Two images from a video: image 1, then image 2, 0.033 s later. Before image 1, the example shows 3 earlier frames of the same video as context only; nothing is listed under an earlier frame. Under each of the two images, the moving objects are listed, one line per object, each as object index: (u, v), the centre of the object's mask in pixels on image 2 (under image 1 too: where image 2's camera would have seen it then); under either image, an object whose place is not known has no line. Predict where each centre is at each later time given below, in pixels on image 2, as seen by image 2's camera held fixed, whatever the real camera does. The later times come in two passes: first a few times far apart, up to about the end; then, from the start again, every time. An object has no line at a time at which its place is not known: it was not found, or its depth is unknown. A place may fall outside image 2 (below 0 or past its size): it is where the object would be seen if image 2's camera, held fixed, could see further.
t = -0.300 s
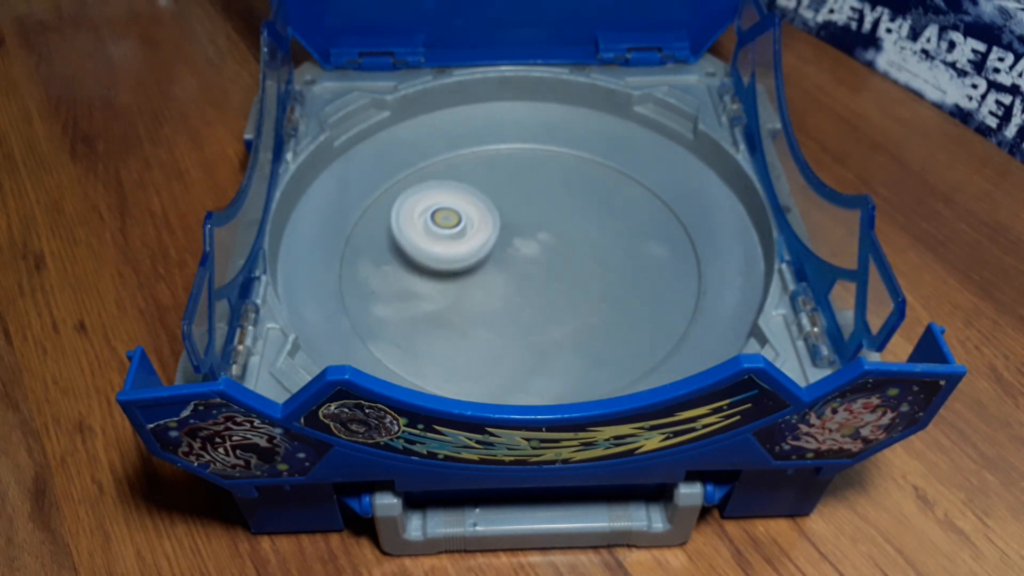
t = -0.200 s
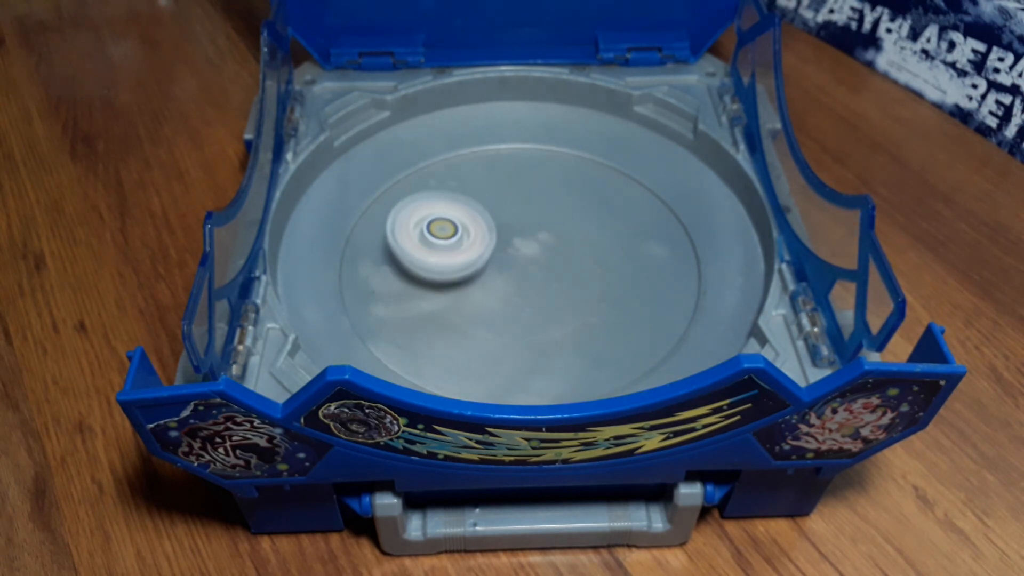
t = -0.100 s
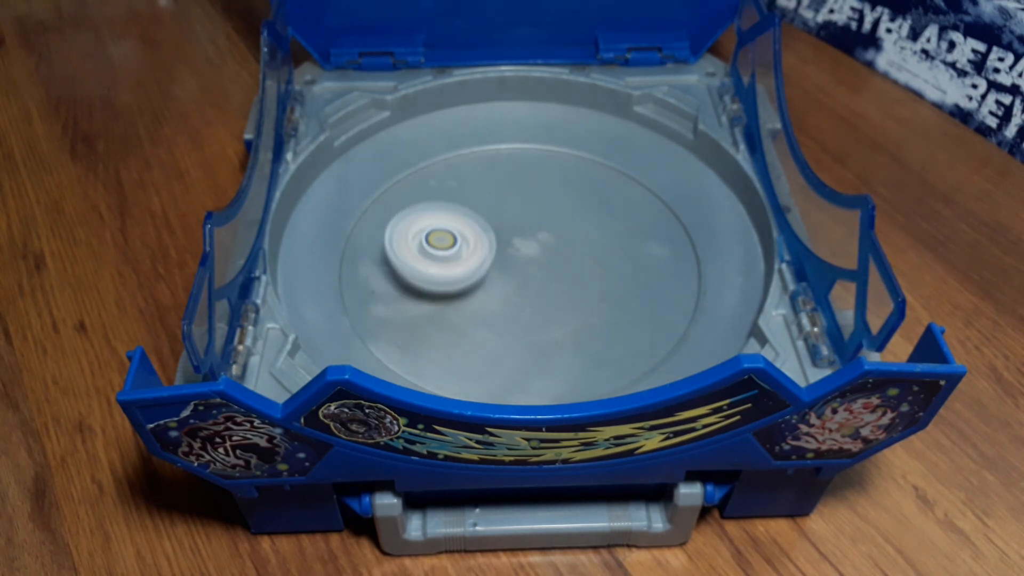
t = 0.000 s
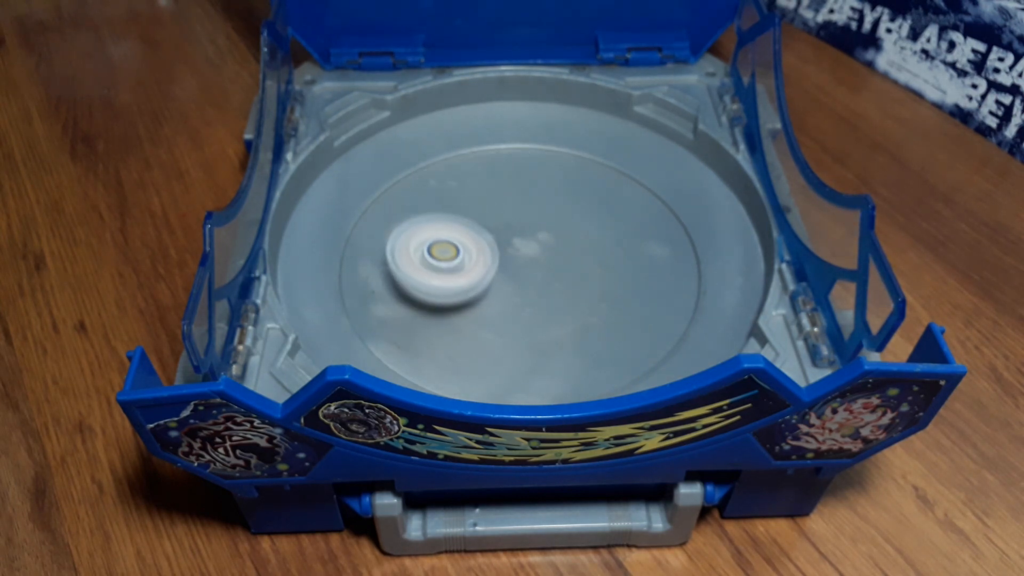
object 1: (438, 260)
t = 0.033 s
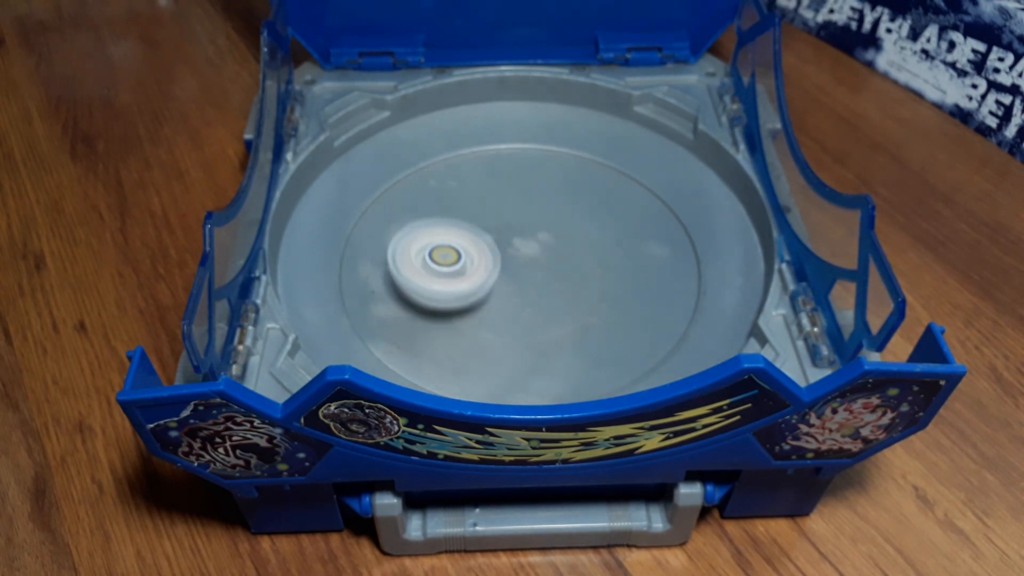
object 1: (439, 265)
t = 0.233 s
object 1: (454, 284)
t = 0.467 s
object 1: (482, 299)
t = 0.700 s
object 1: (517, 304)
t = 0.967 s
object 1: (559, 295)
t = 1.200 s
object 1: (585, 277)
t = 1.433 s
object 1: (595, 253)
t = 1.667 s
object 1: (590, 226)
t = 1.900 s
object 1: (568, 205)
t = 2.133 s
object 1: (536, 194)
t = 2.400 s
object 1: (495, 194)
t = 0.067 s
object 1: (441, 268)
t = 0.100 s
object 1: (442, 270)
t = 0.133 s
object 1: (445, 274)
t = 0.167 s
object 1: (448, 279)
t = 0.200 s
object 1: (451, 282)
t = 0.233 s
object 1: (454, 284)
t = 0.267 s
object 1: (458, 287)
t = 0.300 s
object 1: (461, 290)
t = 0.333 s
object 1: (465, 292)
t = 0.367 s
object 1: (469, 294)
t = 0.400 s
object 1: (473, 296)
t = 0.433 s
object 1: (477, 297)
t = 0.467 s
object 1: (482, 299)
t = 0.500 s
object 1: (488, 301)
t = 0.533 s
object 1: (493, 302)
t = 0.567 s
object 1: (498, 303)
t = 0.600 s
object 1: (503, 304)
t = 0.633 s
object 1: (507, 304)
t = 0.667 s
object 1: (512, 305)
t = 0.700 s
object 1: (517, 304)
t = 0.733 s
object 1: (523, 304)
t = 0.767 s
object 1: (530, 304)
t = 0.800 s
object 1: (533, 303)
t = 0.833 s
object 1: (539, 302)
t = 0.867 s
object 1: (544, 300)
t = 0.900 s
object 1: (549, 299)
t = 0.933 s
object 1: (554, 297)
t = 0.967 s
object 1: (559, 295)
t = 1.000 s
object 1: (563, 293)
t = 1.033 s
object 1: (568, 291)
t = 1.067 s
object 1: (572, 288)
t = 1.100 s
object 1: (575, 286)
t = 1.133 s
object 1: (578, 283)
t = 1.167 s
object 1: (582, 280)
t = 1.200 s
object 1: (585, 277)
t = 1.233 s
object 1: (588, 273)
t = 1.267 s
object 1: (590, 270)
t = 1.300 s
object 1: (592, 266)
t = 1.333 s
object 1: (593, 263)
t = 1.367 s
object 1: (594, 260)
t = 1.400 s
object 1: (595, 256)
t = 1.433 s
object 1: (595, 253)
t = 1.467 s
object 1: (595, 249)
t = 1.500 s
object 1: (595, 245)
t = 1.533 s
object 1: (595, 241)
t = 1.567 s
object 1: (594, 237)
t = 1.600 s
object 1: (593, 233)
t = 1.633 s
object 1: (592, 229)
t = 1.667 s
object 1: (590, 226)
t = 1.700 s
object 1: (588, 223)
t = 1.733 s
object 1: (585, 220)
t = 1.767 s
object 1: (582, 216)
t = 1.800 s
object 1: (579, 213)
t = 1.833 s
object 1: (575, 210)
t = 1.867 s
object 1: (572, 208)
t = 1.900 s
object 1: (568, 205)
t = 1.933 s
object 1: (564, 203)
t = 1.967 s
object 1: (560, 201)
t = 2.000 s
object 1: (556, 199)
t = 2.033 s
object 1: (552, 198)
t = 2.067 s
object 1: (546, 197)
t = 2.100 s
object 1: (541, 195)
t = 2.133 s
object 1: (536, 194)
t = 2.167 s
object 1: (531, 194)
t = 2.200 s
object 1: (525, 193)
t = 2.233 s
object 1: (520, 192)
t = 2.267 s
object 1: (515, 192)
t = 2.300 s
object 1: (510, 192)
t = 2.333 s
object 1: (505, 193)
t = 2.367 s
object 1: (500, 193)
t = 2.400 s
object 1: (495, 194)
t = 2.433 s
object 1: (491, 195)
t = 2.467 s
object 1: (486, 196)
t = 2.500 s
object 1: (481, 197)
